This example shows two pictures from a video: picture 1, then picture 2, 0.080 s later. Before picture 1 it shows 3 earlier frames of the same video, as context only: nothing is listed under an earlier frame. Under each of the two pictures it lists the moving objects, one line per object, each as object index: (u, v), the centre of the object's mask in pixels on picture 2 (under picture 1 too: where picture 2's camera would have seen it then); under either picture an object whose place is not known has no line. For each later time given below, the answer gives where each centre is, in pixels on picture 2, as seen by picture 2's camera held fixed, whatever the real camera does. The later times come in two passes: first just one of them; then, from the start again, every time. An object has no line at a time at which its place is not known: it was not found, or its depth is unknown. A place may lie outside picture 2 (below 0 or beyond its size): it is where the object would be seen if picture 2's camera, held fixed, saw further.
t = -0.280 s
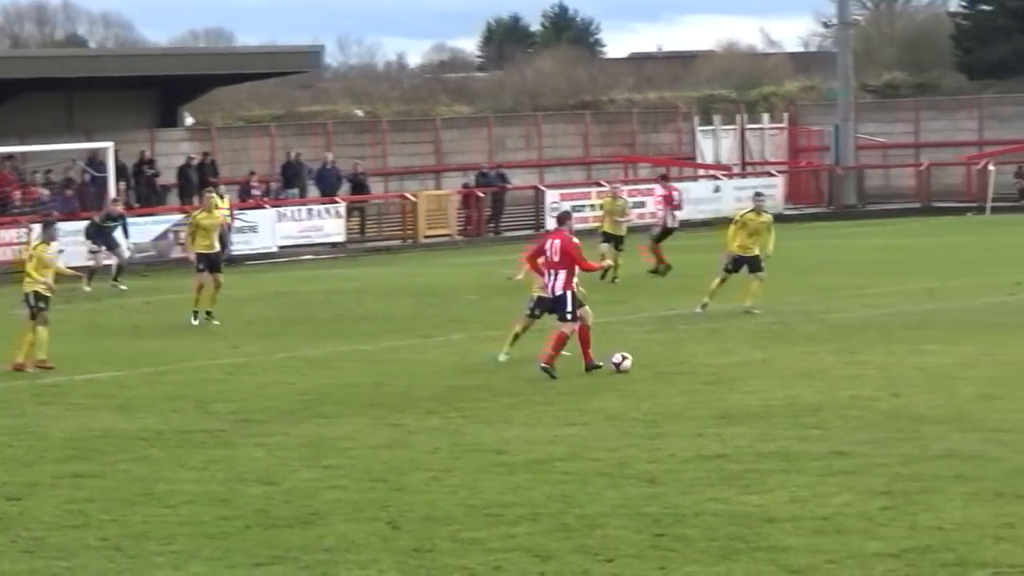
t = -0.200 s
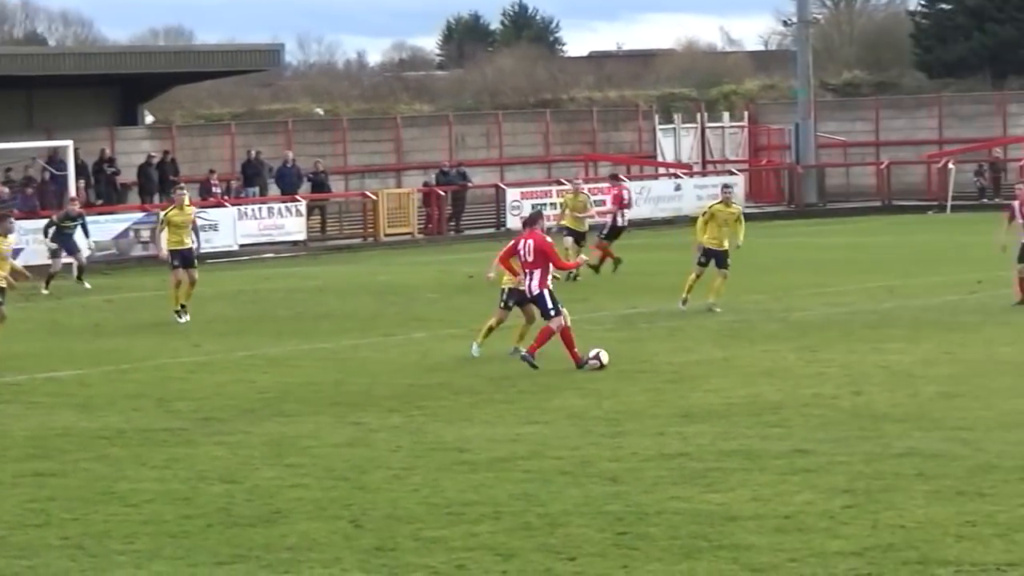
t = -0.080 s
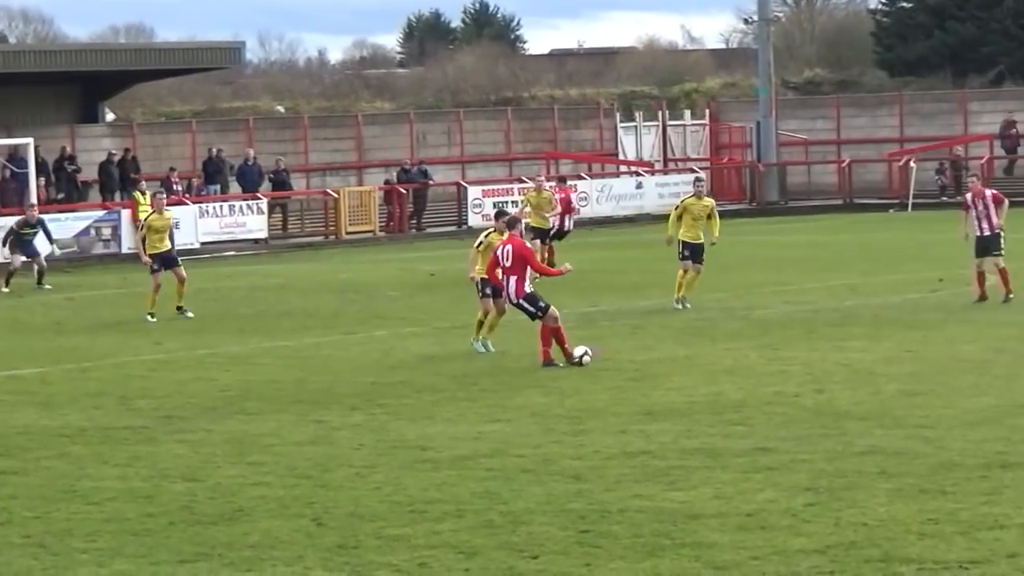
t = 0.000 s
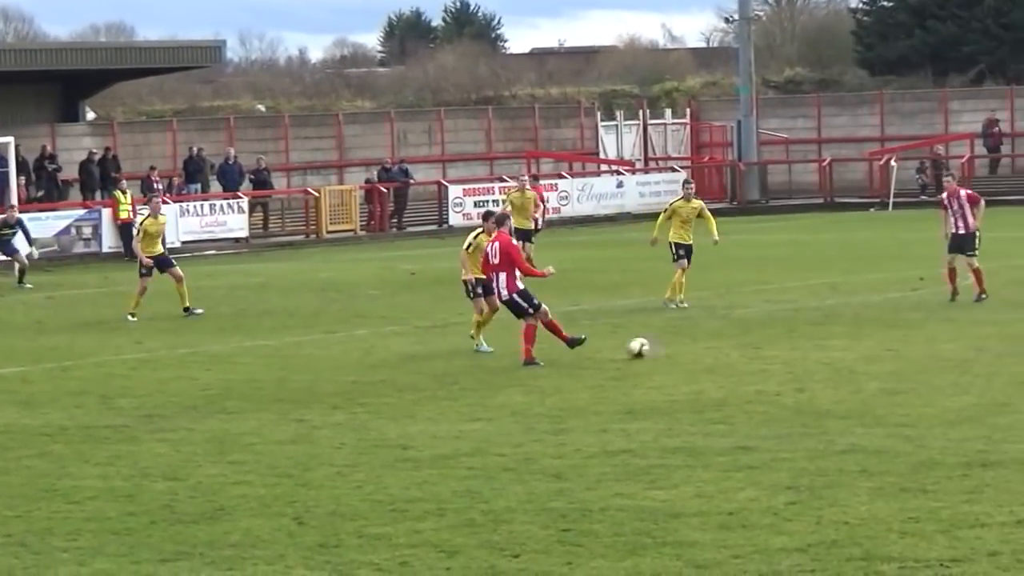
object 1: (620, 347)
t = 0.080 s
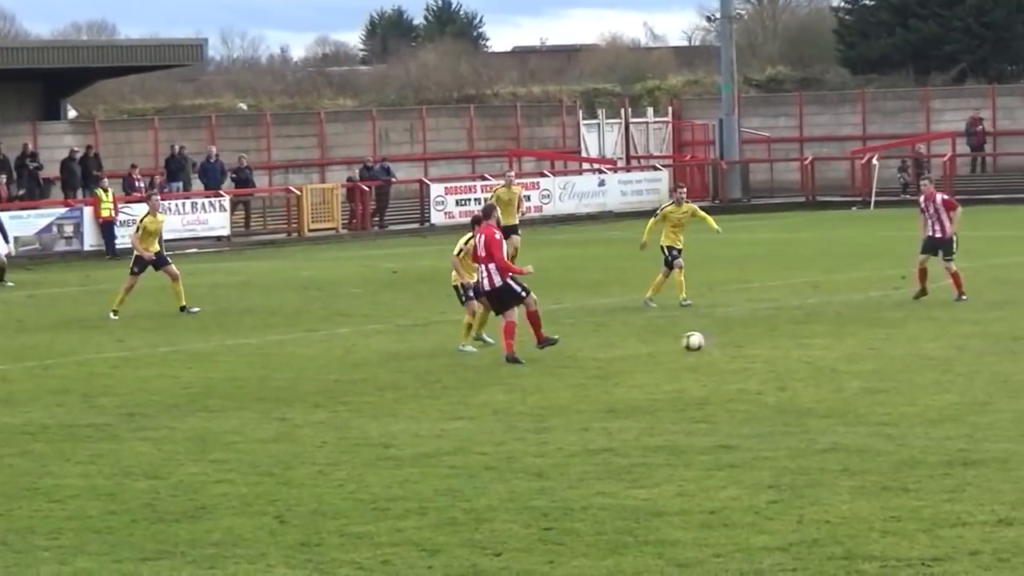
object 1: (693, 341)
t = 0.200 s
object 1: (790, 328)
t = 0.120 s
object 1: (726, 336)
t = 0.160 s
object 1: (758, 331)
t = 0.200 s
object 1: (790, 328)
